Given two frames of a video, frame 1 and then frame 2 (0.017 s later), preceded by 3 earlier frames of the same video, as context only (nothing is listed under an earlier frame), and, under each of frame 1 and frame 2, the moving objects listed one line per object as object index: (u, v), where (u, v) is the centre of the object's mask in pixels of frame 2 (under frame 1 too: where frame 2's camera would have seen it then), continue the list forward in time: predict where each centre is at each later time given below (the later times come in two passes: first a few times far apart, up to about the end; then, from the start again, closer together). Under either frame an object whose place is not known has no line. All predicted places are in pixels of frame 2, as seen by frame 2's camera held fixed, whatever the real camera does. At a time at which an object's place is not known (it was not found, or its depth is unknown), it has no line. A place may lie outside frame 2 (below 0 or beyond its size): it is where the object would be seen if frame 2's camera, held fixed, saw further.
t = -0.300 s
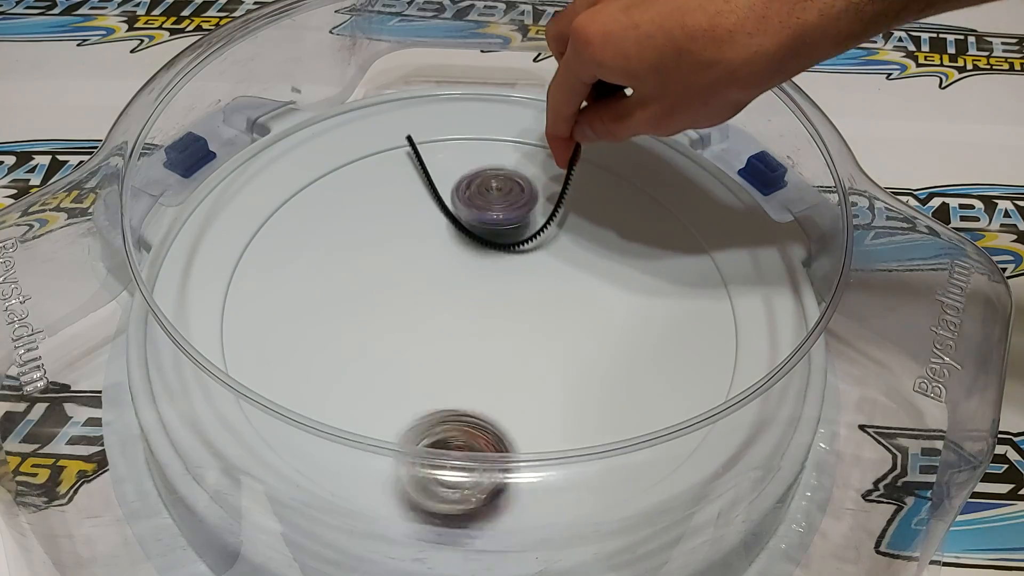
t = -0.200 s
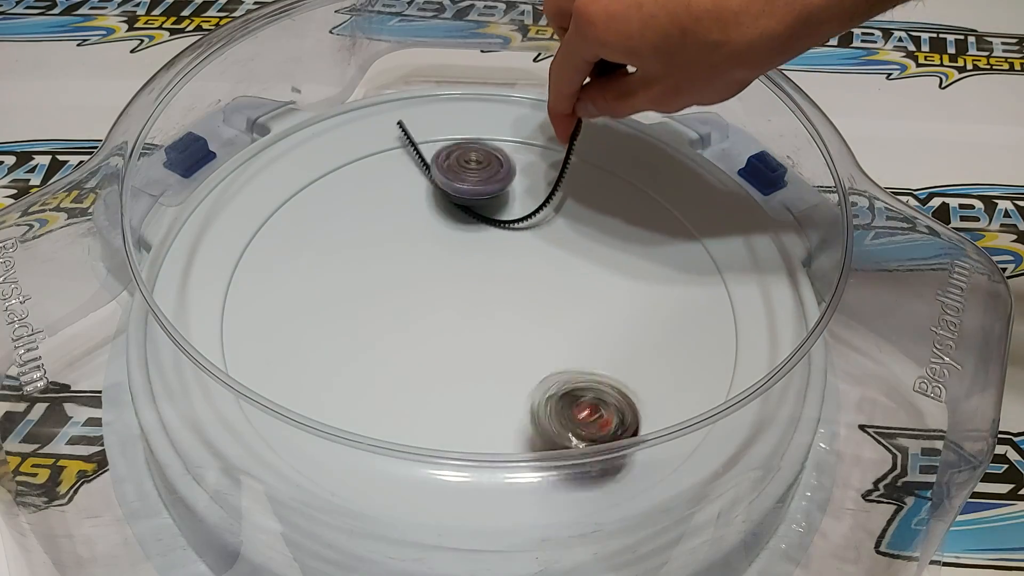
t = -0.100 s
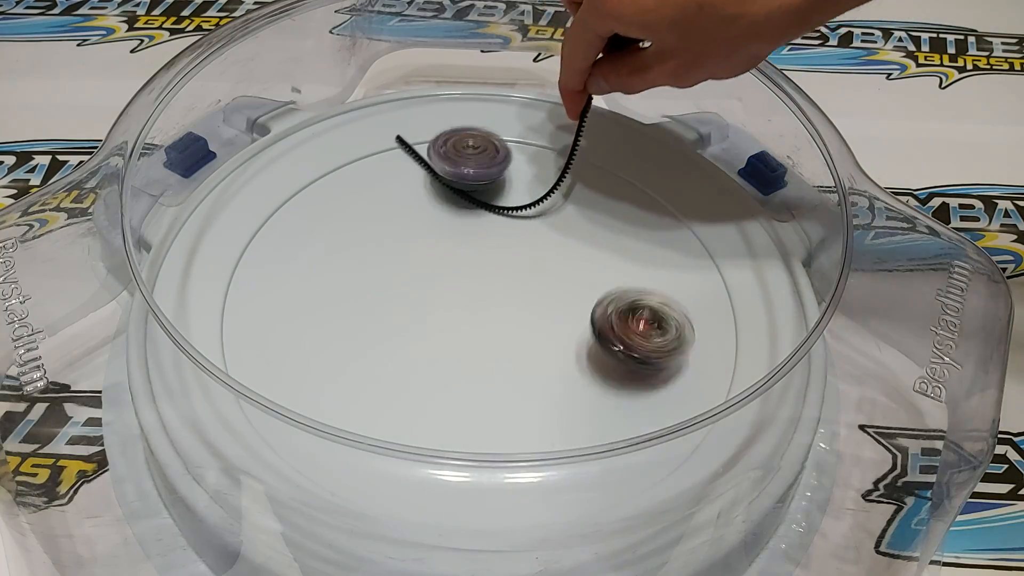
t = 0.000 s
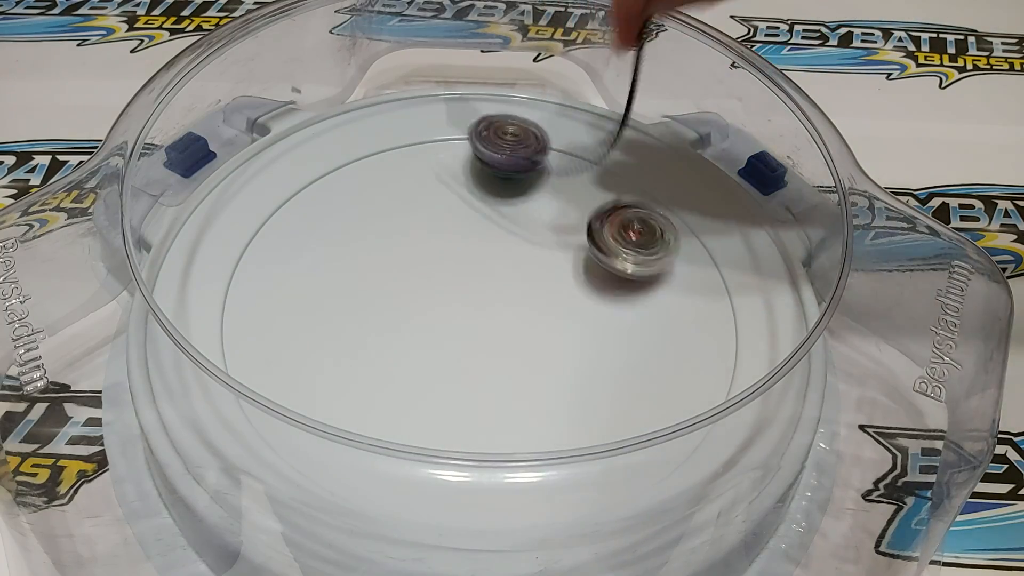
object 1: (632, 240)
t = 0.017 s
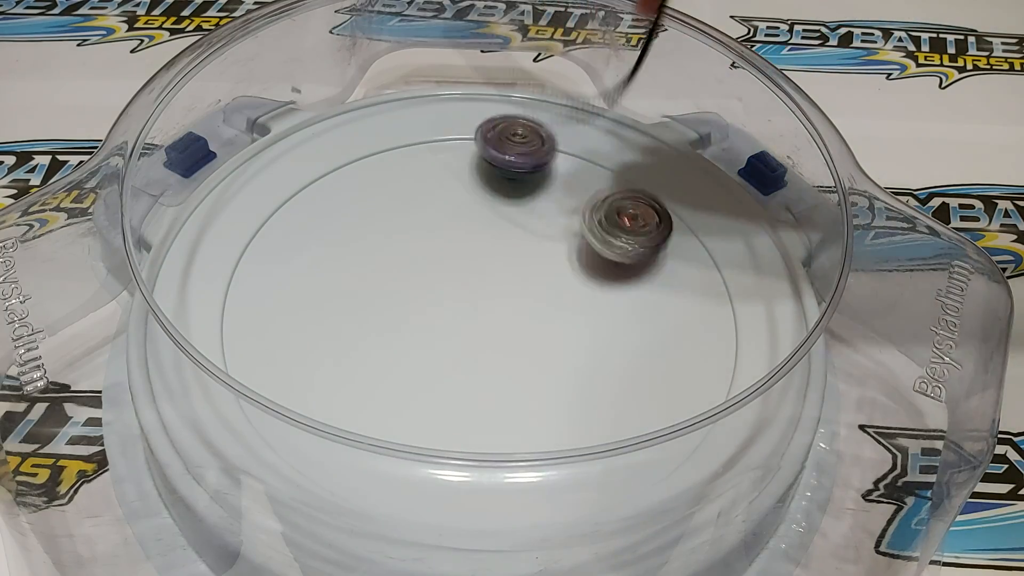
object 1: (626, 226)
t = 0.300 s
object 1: (587, 243)
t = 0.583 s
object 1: (550, 373)
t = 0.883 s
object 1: (605, 342)
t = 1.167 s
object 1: (527, 284)
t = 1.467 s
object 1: (515, 291)
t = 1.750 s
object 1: (533, 291)
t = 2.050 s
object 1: (578, 298)
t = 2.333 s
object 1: (567, 296)
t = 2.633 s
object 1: (509, 344)
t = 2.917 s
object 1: (456, 342)
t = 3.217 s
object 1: (448, 320)
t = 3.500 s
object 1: (439, 291)
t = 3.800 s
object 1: (435, 254)
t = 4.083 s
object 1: (502, 266)
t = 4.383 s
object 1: (582, 280)
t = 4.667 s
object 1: (581, 283)
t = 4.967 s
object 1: (508, 333)
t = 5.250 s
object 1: (447, 300)
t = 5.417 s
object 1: (462, 273)
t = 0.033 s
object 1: (617, 213)
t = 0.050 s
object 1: (609, 201)
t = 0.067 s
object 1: (602, 188)
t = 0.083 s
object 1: (602, 184)
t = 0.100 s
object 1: (606, 184)
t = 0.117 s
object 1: (607, 185)
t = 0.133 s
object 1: (609, 193)
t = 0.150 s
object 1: (608, 192)
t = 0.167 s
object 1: (609, 197)
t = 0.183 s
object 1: (606, 202)
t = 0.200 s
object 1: (605, 207)
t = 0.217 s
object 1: (603, 212)
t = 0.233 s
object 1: (599, 219)
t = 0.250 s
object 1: (598, 222)
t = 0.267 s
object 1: (594, 232)
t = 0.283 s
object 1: (590, 239)
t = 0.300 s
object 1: (587, 243)
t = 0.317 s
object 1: (583, 254)
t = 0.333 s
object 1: (578, 259)
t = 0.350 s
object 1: (577, 266)
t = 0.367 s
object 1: (572, 278)
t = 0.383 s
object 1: (567, 284)
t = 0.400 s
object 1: (565, 292)
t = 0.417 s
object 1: (561, 304)
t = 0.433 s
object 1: (558, 310)
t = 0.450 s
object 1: (556, 318)
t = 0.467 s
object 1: (553, 330)
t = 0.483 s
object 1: (552, 335)
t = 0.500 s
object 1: (551, 344)
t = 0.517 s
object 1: (549, 353)
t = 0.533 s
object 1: (549, 356)
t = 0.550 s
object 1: (548, 363)
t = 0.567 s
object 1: (548, 371)
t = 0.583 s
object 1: (550, 373)
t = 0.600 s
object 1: (551, 378)
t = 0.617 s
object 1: (550, 383)
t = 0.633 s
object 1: (552, 383)
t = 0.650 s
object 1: (553, 385)
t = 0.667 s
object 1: (554, 387)
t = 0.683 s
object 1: (556, 385)
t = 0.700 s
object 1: (561, 386)
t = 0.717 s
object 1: (568, 387)
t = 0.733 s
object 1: (575, 385)
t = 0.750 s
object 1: (581, 383)
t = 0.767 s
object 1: (586, 380)
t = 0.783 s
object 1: (590, 374)
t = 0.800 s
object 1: (593, 370)
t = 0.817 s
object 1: (594, 363)
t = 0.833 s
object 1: (595, 356)
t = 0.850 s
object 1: (599, 352)
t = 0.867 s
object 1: (604, 346)
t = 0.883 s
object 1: (605, 342)
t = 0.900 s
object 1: (605, 334)
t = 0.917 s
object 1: (604, 328)
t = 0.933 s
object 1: (602, 322)
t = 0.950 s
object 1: (595, 315)
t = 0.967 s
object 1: (591, 310)
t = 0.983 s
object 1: (583, 304)
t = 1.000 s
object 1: (574, 301)
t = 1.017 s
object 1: (570, 296)
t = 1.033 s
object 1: (568, 293)
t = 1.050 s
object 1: (565, 290)
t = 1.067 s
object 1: (559, 288)
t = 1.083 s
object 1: (554, 286)
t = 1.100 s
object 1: (549, 285)
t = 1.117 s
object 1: (543, 286)
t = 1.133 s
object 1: (536, 284)
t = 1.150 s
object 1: (531, 284)
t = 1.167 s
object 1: (527, 284)
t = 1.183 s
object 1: (528, 285)
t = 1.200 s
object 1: (529, 284)
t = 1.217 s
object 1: (528, 284)
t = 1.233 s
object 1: (529, 285)
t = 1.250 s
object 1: (528, 287)
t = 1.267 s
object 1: (528, 285)
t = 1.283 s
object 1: (529, 287)
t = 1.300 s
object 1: (529, 288)
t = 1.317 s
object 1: (528, 288)
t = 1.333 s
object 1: (527, 287)
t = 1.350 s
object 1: (528, 288)
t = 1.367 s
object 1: (526, 288)
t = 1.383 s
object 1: (525, 290)
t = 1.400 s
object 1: (523, 289)
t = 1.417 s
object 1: (522, 289)
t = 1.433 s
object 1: (519, 291)
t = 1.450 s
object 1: (516, 292)
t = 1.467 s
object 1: (515, 291)
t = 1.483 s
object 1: (513, 291)
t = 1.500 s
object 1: (509, 292)
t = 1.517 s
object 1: (507, 294)
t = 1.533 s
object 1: (504, 292)
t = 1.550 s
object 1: (503, 293)
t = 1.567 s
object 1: (502, 294)
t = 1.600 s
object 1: (511, 295)
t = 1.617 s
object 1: (515, 294)
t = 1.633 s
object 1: (520, 294)
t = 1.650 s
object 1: (522, 295)
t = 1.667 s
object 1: (524, 295)
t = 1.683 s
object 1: (528, 293)
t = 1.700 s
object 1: (531, 293)
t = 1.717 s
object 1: (532, 293)
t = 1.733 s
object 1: (533, 293)
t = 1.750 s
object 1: (533, 291)
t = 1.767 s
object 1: (534, 290)
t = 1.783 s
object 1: (534, 289)
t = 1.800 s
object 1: (533, 290)
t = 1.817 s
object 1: (531, 289)
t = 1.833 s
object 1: (530, 286)
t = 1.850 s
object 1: (528, 285)
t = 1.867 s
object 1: (526, 285)
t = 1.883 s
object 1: (524, 286)
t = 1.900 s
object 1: (519, 284)
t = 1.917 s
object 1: (517, 283)
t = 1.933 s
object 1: (515, 283)
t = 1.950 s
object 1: (515, 285)
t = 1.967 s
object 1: (530, 288)
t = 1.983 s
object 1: (541, 291)
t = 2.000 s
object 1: (552, 294)
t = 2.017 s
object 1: (561, 295)
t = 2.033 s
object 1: (571, 296)
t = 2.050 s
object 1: (578, 298)
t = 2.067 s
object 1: (585, 300)
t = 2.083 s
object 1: (590, 300)
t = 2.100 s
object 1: (596, 300)
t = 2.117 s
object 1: (600, 299)
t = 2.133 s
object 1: (605, 298)
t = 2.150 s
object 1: (608, 298)
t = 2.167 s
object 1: (611, 296)
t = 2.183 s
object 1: (610, 295)
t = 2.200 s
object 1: (609, 293)
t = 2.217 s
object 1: (606, 292)
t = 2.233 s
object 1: (603, 291)
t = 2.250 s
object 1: (598, 290)
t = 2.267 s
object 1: (593, 291)
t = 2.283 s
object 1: (587, 292)
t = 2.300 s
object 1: (580, 293)
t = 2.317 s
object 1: (573, 294)
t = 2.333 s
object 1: (567, 296)
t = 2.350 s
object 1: (560, 300)
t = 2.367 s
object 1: (554, 304)
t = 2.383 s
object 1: (548, 309)
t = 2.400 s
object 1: (543, 311)
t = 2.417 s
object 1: (538, 314)
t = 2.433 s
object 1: (534, 317)
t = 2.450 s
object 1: (531, 321)
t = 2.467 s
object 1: (528, 325)
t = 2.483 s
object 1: (526, 329)
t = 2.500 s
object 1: (523, 331)
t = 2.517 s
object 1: (520, 333)
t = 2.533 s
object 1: (517, 334)
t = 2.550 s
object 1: (515, 336)
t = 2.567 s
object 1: (513, 339)
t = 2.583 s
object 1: (512, 341)
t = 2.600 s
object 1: (511, 343)
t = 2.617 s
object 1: (509, 344)
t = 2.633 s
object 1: (509, 344)
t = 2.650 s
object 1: (507, 343)
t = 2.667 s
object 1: (505, 343)
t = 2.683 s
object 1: (502, 342)
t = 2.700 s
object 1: (500, 343)
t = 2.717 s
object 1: (499, 342)
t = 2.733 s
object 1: (496, 341)
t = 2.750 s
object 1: (494, 340)
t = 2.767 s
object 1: (492, 338)
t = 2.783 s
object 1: (489, 336)
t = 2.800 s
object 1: (485, 337)
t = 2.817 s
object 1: (479, 337)
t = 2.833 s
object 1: (476, 339)
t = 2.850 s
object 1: (471, 339)
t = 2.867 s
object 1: (467, 341)
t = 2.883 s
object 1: (462, 341)
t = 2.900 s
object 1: (459, 341)
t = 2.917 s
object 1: (456, 342)
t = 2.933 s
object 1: (453, 343)
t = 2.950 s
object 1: (450, 343)
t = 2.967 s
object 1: (447, 343)
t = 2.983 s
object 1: (447, 344)
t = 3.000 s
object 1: (445, 345)
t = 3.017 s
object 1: (444, 344)
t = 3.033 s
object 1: (444, 343)
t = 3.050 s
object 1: (444, 342)
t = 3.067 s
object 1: (444, 341)
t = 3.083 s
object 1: (446, 341)
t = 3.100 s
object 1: (446, 339)
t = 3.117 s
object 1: (448, 338)
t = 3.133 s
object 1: (449, 335)
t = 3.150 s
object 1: (451, 332)
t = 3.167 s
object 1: (450, 329)
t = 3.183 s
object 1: (450, 326)
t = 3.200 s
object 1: (449, 323)
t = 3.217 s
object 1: (448, 320)
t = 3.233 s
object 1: (447, 317)
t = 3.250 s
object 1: (447, 315)
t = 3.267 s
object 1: (446, 313)
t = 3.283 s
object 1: (446, 311)
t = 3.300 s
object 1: (445, 309)
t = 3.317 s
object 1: (444, 307)
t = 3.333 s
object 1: (443, 305)
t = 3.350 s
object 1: (442, 302)
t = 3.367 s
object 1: (442, 299)
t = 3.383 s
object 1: (440, 297)
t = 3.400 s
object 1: (439, 295)
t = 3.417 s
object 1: (439, 294)
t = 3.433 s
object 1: (439, 293)
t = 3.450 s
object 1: (438, 292)
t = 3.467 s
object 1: (439, 292)
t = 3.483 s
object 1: (439, 291)
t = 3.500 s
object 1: (439, 291)
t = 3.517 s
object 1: (438, 289)
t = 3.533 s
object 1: (437, 288)
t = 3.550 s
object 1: (437, 286)
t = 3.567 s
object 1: (435, 282)
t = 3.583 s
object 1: (433, 279)
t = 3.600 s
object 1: (431, 278)
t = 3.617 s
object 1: (430, 276)
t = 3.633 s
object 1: (429, 275)
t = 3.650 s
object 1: (429, 275)
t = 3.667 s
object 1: (429, 274)
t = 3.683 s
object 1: (429, 273)
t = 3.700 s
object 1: (429, 273)
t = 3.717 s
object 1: (429, 273)
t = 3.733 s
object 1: (429, 270)
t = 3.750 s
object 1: (429, 267)
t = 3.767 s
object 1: (432, 261)
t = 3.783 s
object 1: (434, 257)
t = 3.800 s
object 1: (435, 254)
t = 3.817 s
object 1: (437, 251)
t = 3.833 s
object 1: (440, 249)
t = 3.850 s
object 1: (443, 248)
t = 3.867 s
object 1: (446, 248)
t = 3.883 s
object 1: (450, 249)
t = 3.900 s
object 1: (455, 252)
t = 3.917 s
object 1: (459, 255)
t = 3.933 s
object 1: (465, 255)
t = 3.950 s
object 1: (470, 255)
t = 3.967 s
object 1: (474, 258)
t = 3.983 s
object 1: (479, 259)
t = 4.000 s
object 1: (483, 260)
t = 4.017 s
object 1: (487, 261)
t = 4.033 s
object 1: (491, 262)
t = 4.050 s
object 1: (495, 263)
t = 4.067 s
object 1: (499, 264)
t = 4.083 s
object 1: (502, 266)
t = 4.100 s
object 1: (506, 268)
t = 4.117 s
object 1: (509, 269)
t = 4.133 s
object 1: (512, 270)
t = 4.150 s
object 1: (515, 272)
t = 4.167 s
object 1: (517, 273)
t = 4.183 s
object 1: (519, 275)
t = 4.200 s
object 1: (521, 276)
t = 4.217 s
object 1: (523, 278)
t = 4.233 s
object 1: (525, 279)
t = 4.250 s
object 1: (527, 279)
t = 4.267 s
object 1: (536, 281)
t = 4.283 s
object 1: (545, 282)
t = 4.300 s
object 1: (554, 283)
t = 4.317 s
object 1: (562, 283)
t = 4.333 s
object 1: (570, 281)
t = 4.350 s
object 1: (576, 279)
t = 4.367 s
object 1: (580, 279)
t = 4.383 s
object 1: (582, 280)
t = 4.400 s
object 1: (583, 279)
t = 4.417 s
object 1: (584, 279)
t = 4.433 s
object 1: (584, 279)
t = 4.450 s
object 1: (584, 278)
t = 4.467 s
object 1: (584, 279)
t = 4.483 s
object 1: (584, 278)
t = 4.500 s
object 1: (584, 279)
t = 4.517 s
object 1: (584, 278)
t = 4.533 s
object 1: (584, 279)
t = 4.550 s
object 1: (584, 278)
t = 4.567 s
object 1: (584, 279)
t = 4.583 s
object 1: (583, 279)
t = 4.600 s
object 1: (583, 279)
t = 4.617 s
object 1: (583, 280)
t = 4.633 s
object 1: (582, 281)
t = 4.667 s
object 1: (581, 283)
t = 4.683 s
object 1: (580, 285)
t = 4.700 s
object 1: (578, 288)
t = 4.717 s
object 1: (575, 291)
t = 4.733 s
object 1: (572, 294)
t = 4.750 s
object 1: (569, 296)
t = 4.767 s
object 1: (565, 300)
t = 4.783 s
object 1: (560, 302)
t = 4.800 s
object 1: (557, 306)
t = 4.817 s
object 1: (554, 310)
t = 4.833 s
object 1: (551, 314)
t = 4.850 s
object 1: (547, 318)
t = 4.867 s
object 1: (541, 321)
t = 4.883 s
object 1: (537, 322)
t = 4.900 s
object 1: (532, 326)
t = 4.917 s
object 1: (527, 328)
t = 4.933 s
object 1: (522, 331)
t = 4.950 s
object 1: (515, 332)
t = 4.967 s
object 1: (508, 333)
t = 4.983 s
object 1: (500, 334)
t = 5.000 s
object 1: (493, 335)
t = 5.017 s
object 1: (485, 337)
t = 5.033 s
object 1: (479, 336)
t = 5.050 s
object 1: (472, 335)
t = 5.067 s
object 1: (466, 333)
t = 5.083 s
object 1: (461, 331)
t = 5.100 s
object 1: (457, 329)
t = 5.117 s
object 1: (453, 326)
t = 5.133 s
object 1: (449, 323)
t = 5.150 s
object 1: (448, 320)
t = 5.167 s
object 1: (447, 318)
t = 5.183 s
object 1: (447, 314)
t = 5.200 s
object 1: (446, 309)
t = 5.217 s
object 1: (446, 306)
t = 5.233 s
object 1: (446, 303)
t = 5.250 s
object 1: (447, 300)
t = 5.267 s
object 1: (448, 296)
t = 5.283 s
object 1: (449, 293)
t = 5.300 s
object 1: (449, 292)
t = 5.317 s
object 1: (449, 289)
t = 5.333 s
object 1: (451, 284)
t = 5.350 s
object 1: (453, 281)
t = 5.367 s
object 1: (454, 282)
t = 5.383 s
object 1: (456, 279)
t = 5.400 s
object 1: (459, 275)
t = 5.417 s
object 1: (462, 273)
